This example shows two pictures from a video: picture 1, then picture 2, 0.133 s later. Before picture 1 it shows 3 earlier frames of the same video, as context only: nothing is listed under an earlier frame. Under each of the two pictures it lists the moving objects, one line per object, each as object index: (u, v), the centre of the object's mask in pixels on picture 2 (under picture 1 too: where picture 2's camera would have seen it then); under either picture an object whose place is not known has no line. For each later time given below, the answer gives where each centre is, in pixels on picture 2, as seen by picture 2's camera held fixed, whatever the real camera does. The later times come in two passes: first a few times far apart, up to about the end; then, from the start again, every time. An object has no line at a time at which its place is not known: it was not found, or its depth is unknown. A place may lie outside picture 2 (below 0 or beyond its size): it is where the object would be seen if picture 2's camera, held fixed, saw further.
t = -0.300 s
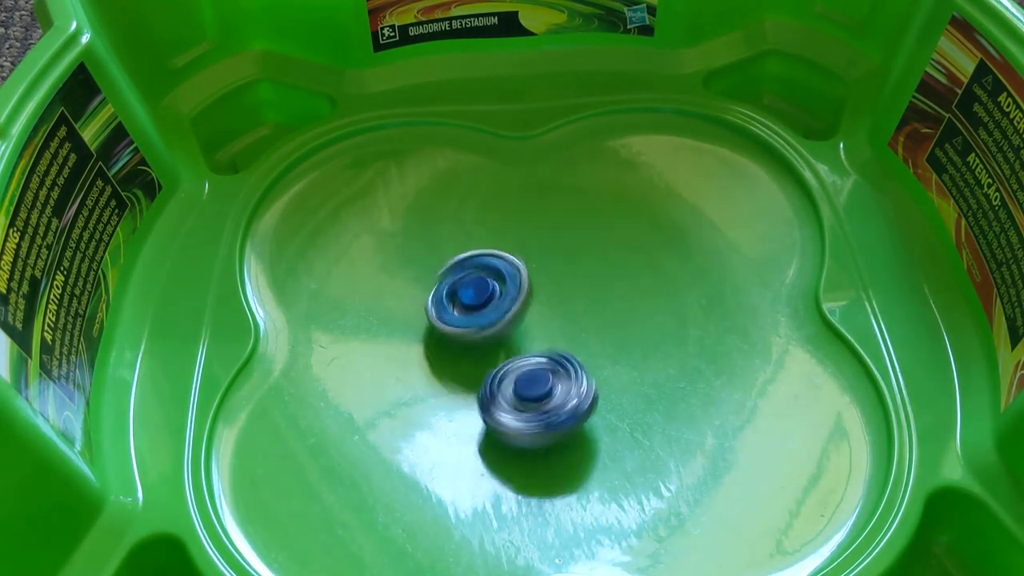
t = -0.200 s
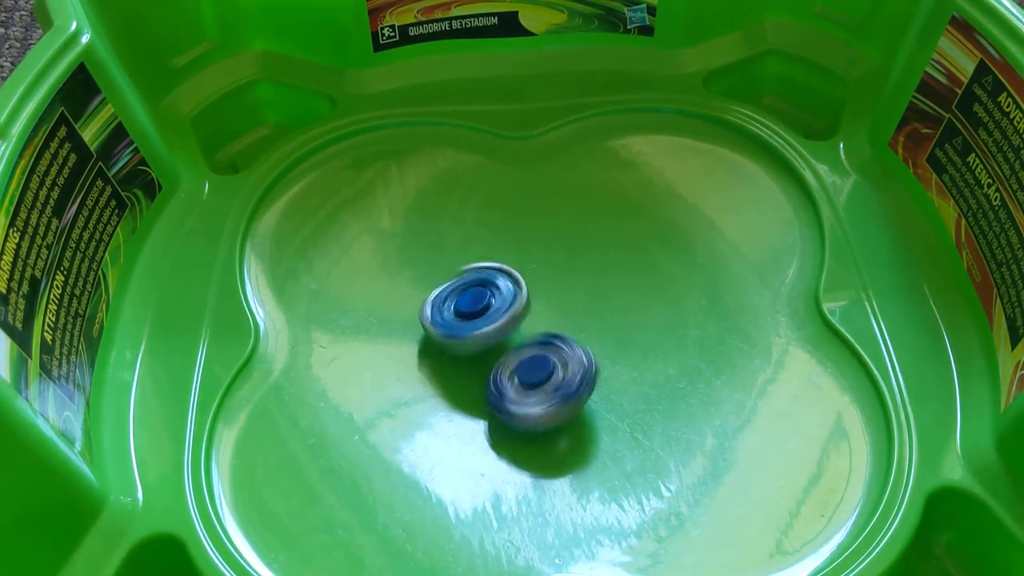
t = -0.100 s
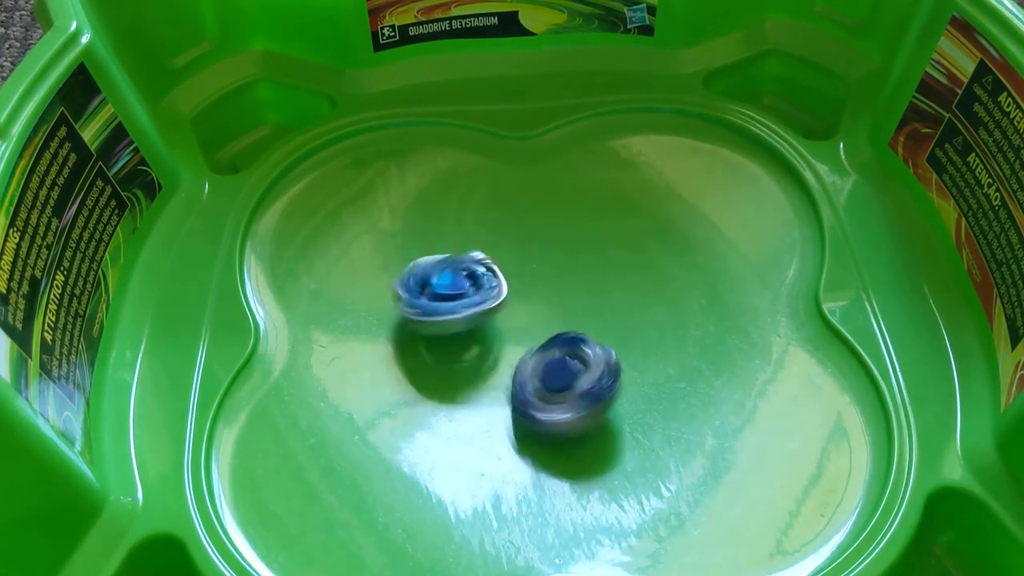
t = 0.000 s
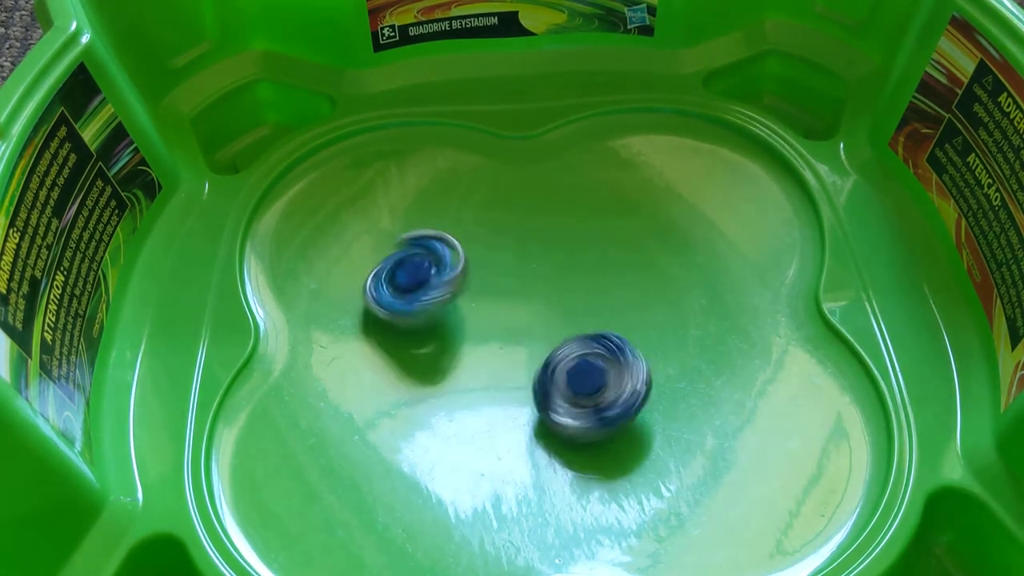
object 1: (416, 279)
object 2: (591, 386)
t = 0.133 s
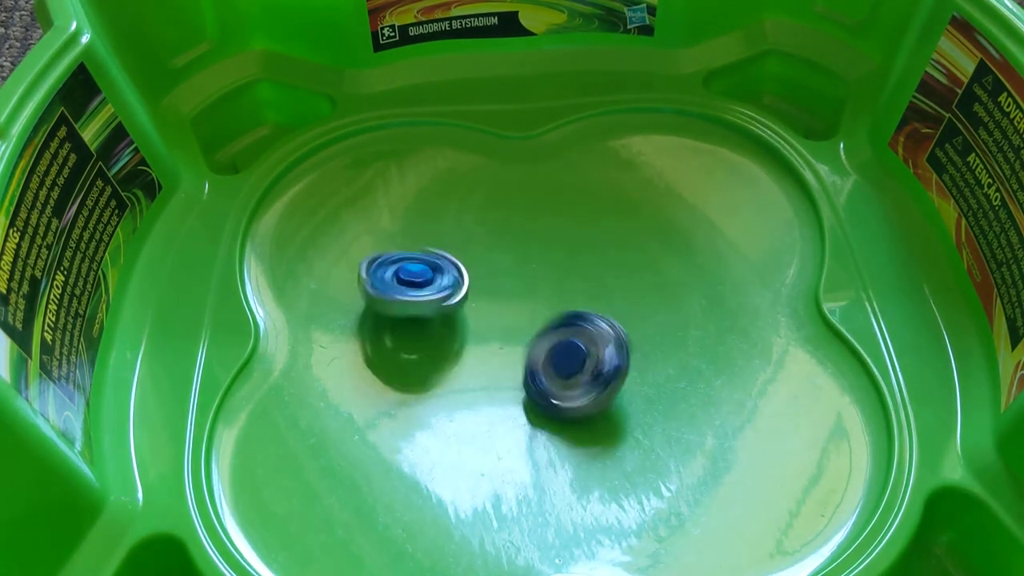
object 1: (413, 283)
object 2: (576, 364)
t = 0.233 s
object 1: (427, 294)
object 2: (553, 351)
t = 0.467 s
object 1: (438, 316)
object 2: (547, 346)
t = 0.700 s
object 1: (451, 314)
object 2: (572, 348)
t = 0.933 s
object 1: (472, 316)
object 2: (579, 342)
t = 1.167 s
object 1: (488, 331)
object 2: (595, 326)
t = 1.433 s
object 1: (499, 343)
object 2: (590, 345)
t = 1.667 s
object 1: (501, 342)
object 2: (588, 342)
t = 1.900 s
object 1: (505, 335)
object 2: (588, 327)
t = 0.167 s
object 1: (417, 286)
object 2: (567, 359)
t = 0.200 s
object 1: (421, 290)
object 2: (560, 354)
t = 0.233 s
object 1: (427, 294)
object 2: (553, 351)
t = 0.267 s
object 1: (435, 302)
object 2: (546, 348)
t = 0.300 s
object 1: (438, 307)
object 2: (544, 347)
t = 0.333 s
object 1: (435, 309)
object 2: (547, 348)
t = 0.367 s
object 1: (435, 312)
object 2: (548, 346)
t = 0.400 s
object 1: (435, 314)
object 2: (546, 345)
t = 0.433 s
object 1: (437, 316)
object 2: (545, 344)
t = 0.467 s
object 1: (438, 316)
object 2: (547, 346)
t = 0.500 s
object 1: (436, 318)
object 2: (554, 349)
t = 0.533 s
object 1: (436, 318)
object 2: (558, 348)
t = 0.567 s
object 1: (438, 318)
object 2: (562, 351)
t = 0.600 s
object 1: (442, 317)
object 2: (562, 349)
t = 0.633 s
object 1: (447, 315)
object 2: (562, 348)
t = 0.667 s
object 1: (452, 316)
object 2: (566, 348)
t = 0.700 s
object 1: (451, 314)
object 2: (572, 348)
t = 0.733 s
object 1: (452, 314)
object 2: (577, 348)
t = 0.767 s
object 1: (455, 314)
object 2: (580, 346)
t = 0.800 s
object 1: (458, 314)
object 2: (577, 347)
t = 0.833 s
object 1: (462, 315)
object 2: (576, 347)
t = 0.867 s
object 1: (469, 315)
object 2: (575, 345)
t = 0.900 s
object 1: (472, 315)
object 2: (575, 344)
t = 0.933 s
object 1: (472, 316)
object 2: (579, 342)
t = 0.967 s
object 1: (472, 319)
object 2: (583, 336)
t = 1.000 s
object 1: (474, 320)
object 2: (589, 331)
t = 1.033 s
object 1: (475, 322)
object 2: (591, 328)
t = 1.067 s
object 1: (477, 326)
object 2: (593, 326)
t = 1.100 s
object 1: (479, 328)
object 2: (595, 326)
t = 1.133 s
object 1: (484, 329)
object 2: (595, 325)
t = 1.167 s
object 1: (488, 331)
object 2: (595, 326)
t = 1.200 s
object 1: (492, 332)
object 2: (594, 327)
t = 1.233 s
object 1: (494, 335)
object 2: (592, 329)
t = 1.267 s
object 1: (497, 336)
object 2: (591, 331)
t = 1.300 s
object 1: (500, 337)
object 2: (589, 334)
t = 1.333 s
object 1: (503, 338)
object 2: (589, 338)
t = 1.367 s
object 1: (503, 339)
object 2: (589, 342)
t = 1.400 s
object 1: (501, 341)
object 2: (590, 344)
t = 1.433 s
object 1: (499, 343)
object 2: (590, 345)
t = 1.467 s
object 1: (499, 345)
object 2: (591, 345)
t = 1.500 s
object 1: (500, 345)
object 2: (592, 345)
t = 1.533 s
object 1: (501, 345)
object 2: (591, 345)
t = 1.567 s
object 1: (501, 344)
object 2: (591, 345)
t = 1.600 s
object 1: (501, 343)
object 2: (590, 344)
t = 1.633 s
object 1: (501, 343)
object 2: (589, 344)
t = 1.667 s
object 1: (501, 342)
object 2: (588, 342)
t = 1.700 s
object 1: (501, 341)
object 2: (588, 341)
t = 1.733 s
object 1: (502, 340)
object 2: (588, 340)
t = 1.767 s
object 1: (502, 339)
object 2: (587, 339)
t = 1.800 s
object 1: (503, 338)
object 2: (587, 337)
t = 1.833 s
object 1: (503, 337)
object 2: (586, 334)
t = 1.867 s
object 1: (505, 335)
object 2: (587, 329)
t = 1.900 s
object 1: (505, 335)
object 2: (588, 327)
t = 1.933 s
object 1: (505, 335)
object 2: (588, 326)
